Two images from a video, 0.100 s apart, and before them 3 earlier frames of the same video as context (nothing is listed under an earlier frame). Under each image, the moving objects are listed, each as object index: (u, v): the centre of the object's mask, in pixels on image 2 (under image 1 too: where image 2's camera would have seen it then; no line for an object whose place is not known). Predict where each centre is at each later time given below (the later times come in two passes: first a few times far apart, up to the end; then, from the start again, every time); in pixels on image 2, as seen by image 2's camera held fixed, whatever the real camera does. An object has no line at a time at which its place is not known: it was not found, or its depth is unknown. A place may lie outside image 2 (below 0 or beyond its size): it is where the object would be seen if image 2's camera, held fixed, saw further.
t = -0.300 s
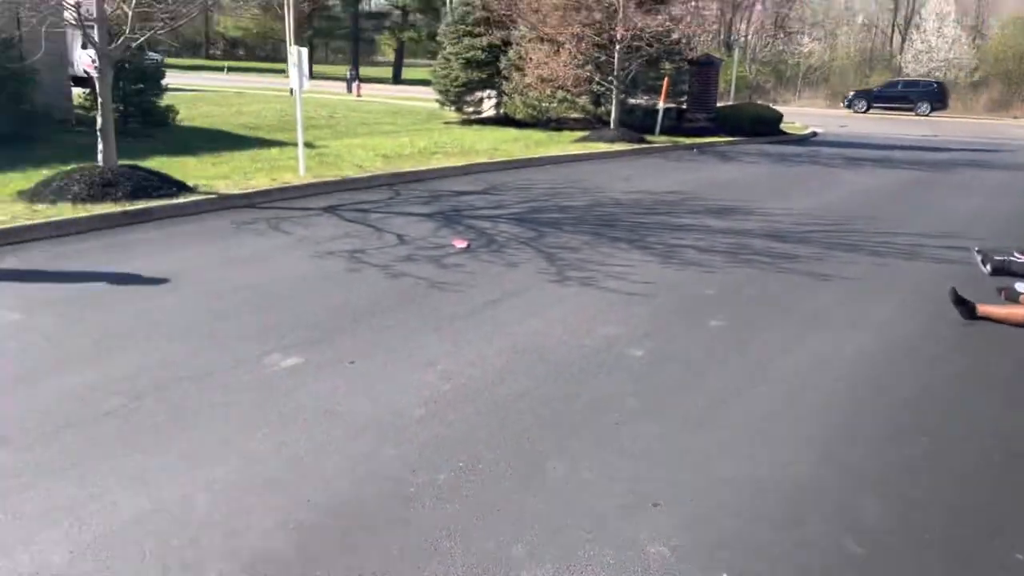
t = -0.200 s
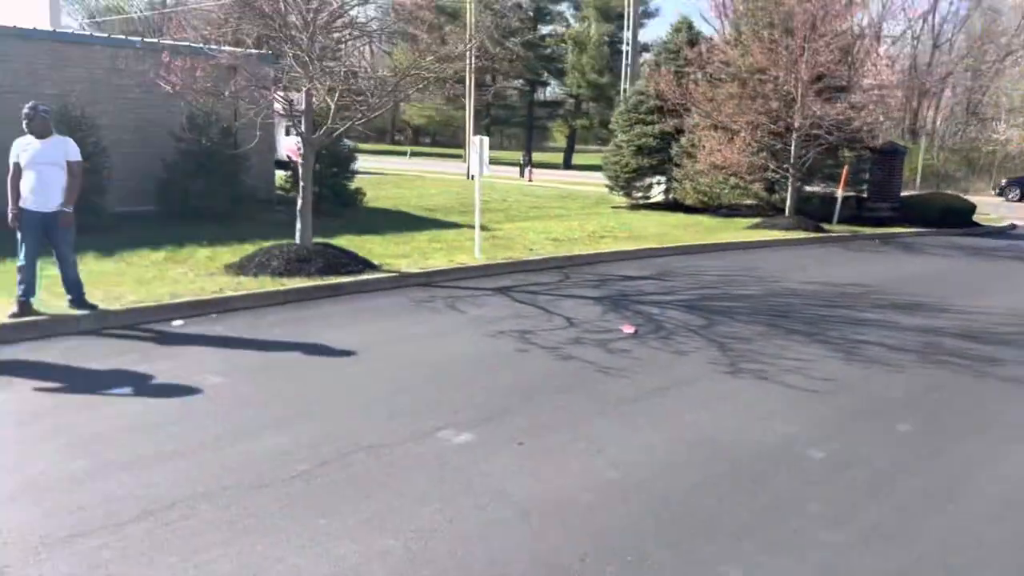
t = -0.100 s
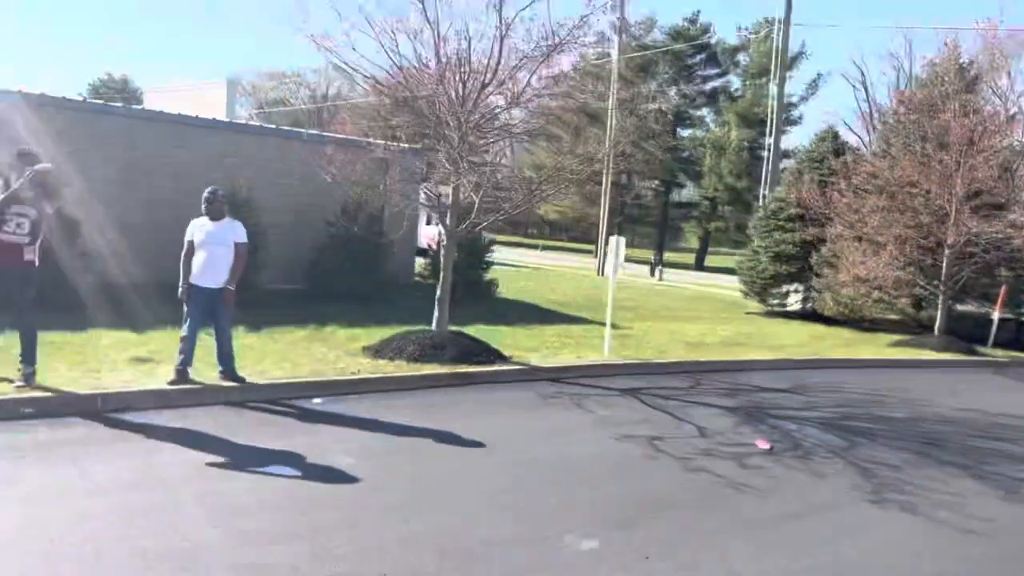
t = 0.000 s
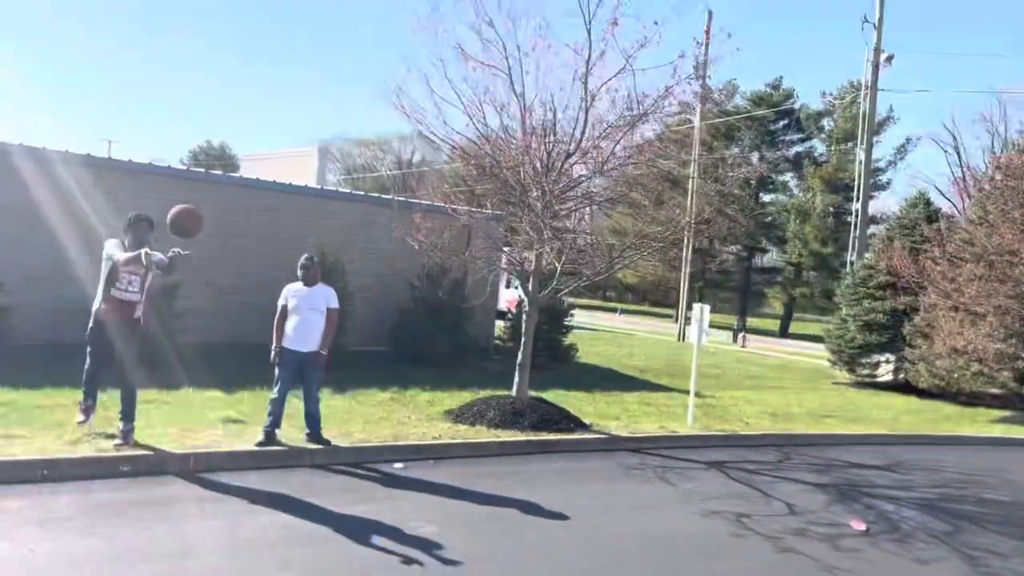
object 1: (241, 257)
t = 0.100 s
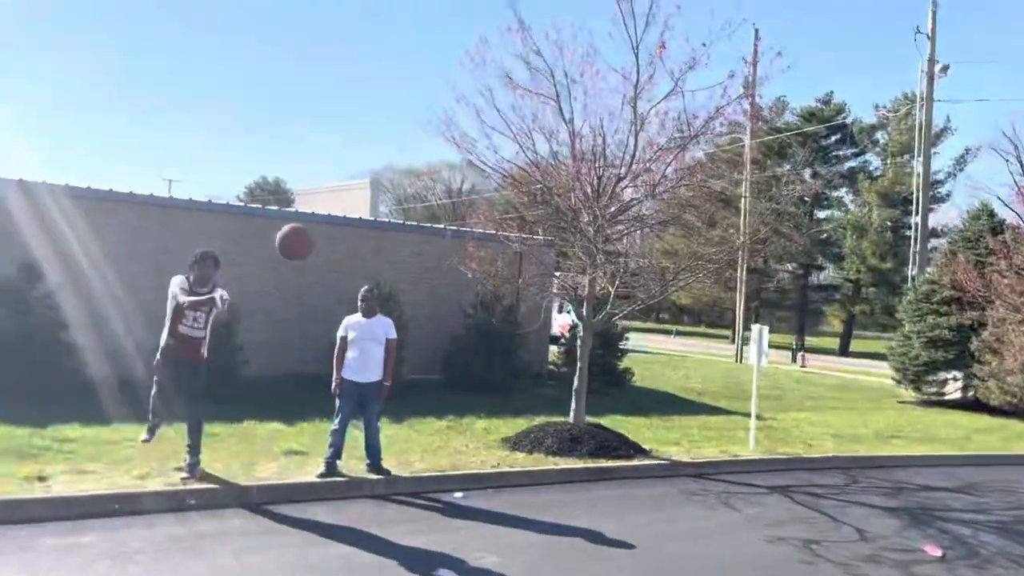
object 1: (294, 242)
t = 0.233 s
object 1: (379, 242)
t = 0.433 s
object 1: (568, 315)
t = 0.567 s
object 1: (795, 474)
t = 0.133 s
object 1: (314, 240)
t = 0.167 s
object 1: (334, 239)
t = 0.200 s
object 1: (356, 239)
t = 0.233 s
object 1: (379, 242)
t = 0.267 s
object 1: (404, 246)
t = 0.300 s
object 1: (431, 253)
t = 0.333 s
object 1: (460, 262)
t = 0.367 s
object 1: (493, 275)
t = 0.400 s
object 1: (529, 292)
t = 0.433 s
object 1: (568, 315)
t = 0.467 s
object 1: (615, 341)
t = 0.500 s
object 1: (666, 378)
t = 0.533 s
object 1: (727, 419)
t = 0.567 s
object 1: (795, 474)
